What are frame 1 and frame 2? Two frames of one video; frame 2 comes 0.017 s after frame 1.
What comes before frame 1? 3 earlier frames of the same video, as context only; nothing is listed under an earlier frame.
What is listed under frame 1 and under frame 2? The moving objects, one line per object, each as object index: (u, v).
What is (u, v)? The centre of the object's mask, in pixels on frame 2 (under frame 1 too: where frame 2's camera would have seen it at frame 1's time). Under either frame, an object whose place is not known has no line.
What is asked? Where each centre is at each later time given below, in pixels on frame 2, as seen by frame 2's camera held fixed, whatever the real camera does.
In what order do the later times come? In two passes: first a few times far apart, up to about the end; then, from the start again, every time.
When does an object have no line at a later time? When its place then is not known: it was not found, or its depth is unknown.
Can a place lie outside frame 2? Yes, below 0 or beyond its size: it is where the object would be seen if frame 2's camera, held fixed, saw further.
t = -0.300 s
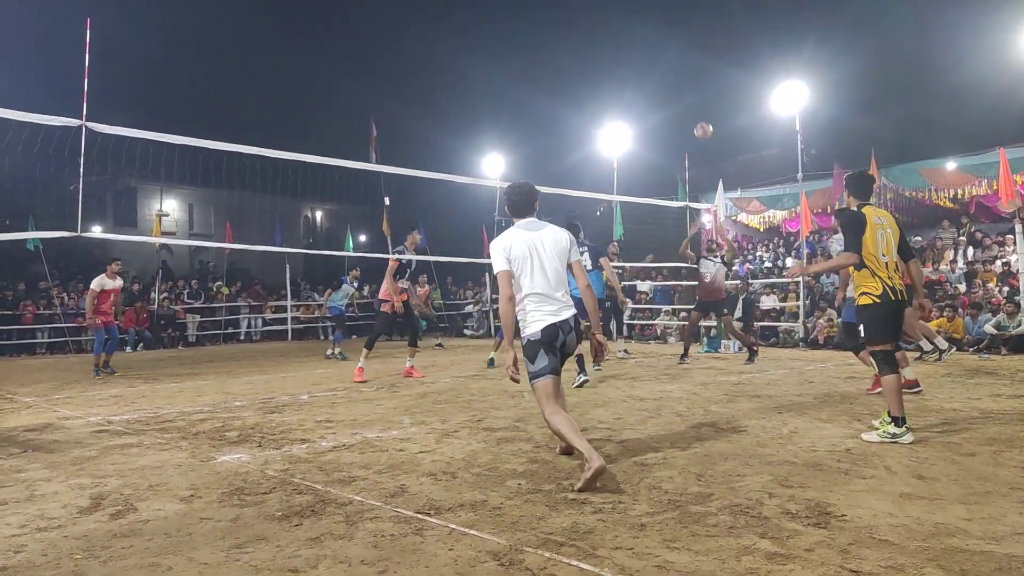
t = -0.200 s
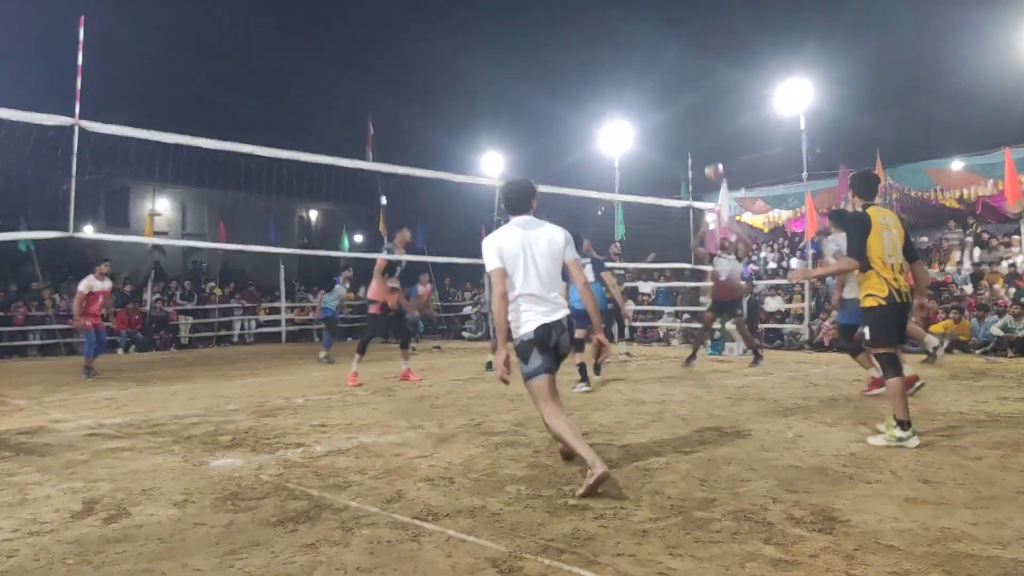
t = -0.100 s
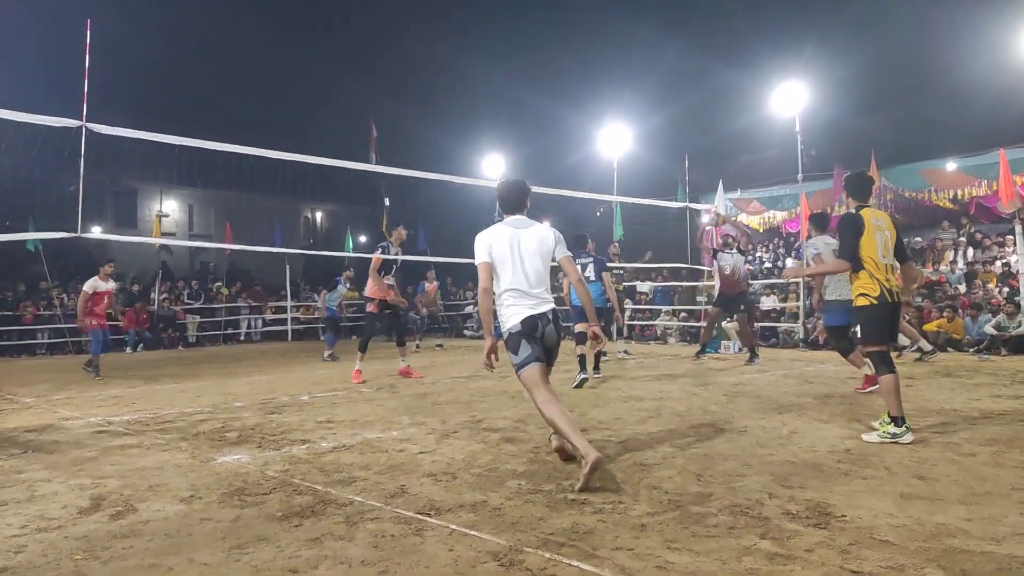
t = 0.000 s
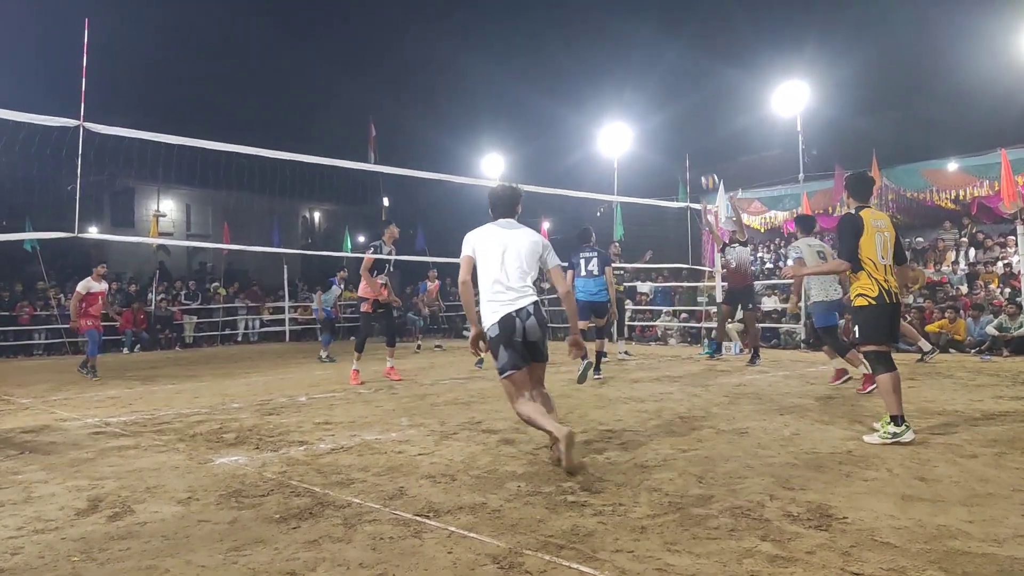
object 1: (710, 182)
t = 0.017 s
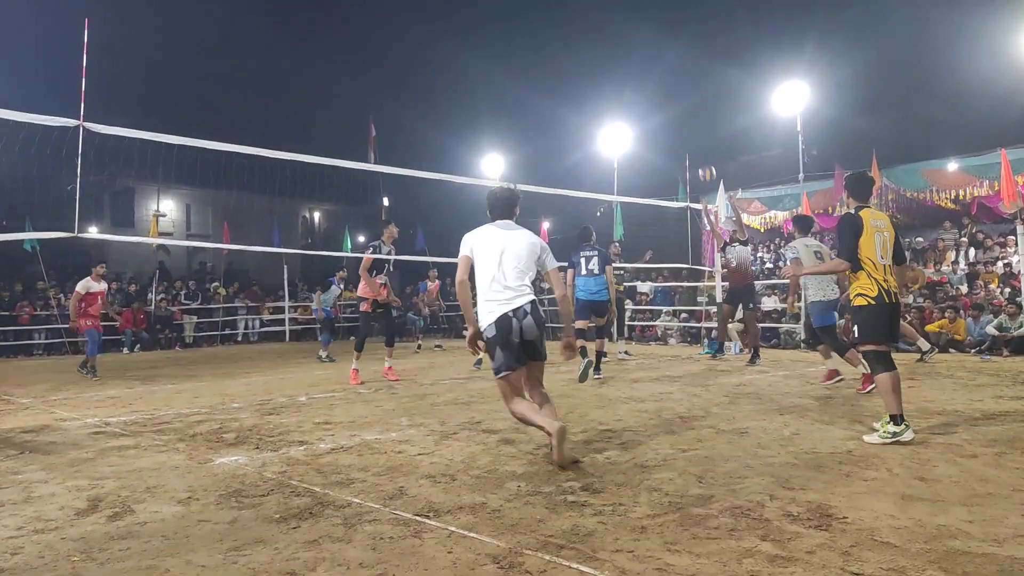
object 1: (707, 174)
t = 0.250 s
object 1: (674, 81)
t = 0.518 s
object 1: (636, 20)
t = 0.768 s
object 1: (601, 13)
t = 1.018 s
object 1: (566, 54)
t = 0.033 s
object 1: (705, 165)
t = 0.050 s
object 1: (702, 158)
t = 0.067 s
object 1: (700, 150)
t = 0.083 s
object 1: (697, 143)
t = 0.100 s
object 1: (695, 136)
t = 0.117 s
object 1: (692, 129)
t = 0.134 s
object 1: (690, 122)
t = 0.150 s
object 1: (688, 116)
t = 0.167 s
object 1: (685, 109)
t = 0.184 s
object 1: (683, 104)
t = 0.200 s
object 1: (681, 98)
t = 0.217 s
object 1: (678, 91)
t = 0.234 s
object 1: (676, 86)
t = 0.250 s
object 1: (674, 81)
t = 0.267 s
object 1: (671, 75)
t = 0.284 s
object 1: (669, 71)
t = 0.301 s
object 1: (666, 65)
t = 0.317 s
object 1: (664, 61)
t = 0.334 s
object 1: (662, 56)
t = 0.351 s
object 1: (659, 52)
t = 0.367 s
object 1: (657, 48)
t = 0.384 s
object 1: (655, 44)
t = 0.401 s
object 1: (652, 40)
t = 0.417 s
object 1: (650, 37)
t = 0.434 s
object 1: (648, 34)
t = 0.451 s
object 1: (645, 31)
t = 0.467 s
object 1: (643, 28)
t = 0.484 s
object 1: (641, 25)
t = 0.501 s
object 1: (638, 23)
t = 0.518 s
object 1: (636, 20)
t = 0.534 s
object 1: (634, 19)
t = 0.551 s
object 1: (631, 17)
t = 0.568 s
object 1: (629, 15)
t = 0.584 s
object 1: (627, 14)
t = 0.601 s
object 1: (624, 12)
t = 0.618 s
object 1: (622, 11)
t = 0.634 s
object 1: (620, 11)
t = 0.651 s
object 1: (617, 10)
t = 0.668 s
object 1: (615, 10)
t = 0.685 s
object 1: (613, 10)
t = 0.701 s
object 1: (610, 10)
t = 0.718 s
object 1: (608, 10)
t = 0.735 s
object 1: (606, 11)
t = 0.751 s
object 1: (603, 12)
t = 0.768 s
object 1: (601, 13)
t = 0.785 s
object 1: (599, 14)
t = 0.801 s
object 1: (596, 15)
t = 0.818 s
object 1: (594, 17)
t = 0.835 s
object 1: (592, 18)
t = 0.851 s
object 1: (590, 21)
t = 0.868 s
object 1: (587, 23)
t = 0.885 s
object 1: (585, 26)
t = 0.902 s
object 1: (583, 28)
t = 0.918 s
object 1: (580, 31)
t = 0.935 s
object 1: (578, 34)
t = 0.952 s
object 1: (575, 38)
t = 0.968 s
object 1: (573, 43)
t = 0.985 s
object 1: (571, 47)
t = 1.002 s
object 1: (569, 50)
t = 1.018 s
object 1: (566, 54)
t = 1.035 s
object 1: (564, 57)
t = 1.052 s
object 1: (562, 62)
